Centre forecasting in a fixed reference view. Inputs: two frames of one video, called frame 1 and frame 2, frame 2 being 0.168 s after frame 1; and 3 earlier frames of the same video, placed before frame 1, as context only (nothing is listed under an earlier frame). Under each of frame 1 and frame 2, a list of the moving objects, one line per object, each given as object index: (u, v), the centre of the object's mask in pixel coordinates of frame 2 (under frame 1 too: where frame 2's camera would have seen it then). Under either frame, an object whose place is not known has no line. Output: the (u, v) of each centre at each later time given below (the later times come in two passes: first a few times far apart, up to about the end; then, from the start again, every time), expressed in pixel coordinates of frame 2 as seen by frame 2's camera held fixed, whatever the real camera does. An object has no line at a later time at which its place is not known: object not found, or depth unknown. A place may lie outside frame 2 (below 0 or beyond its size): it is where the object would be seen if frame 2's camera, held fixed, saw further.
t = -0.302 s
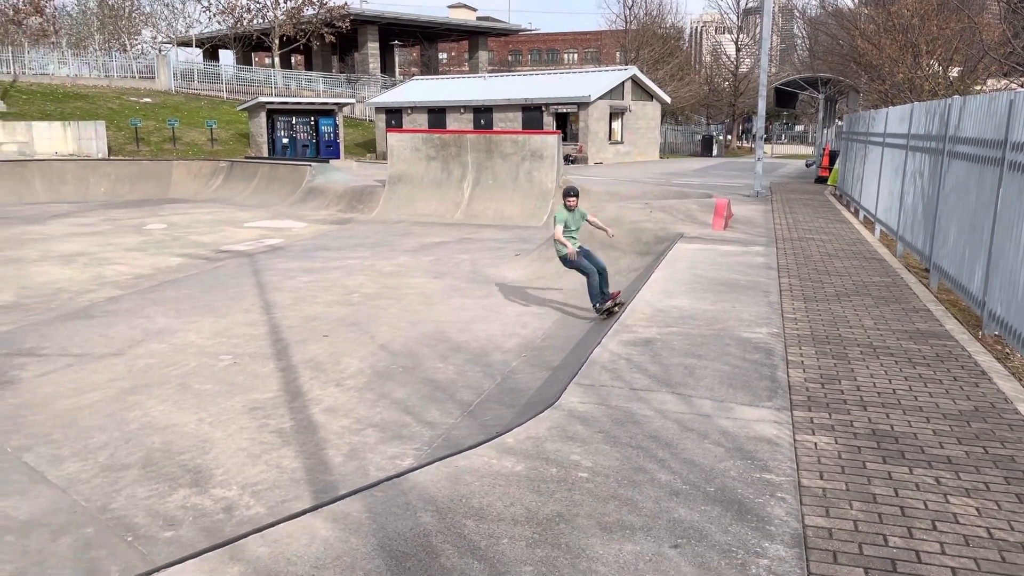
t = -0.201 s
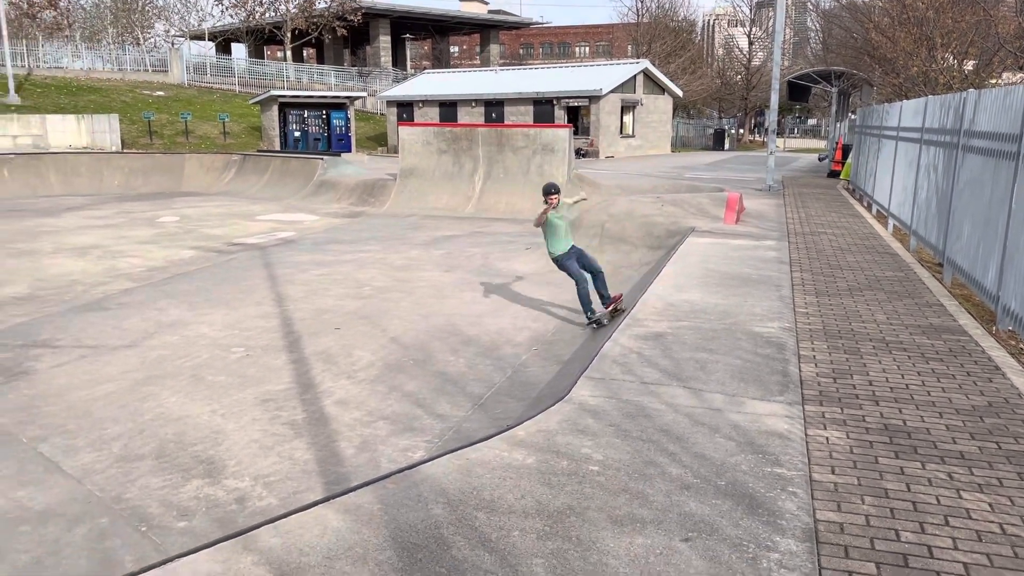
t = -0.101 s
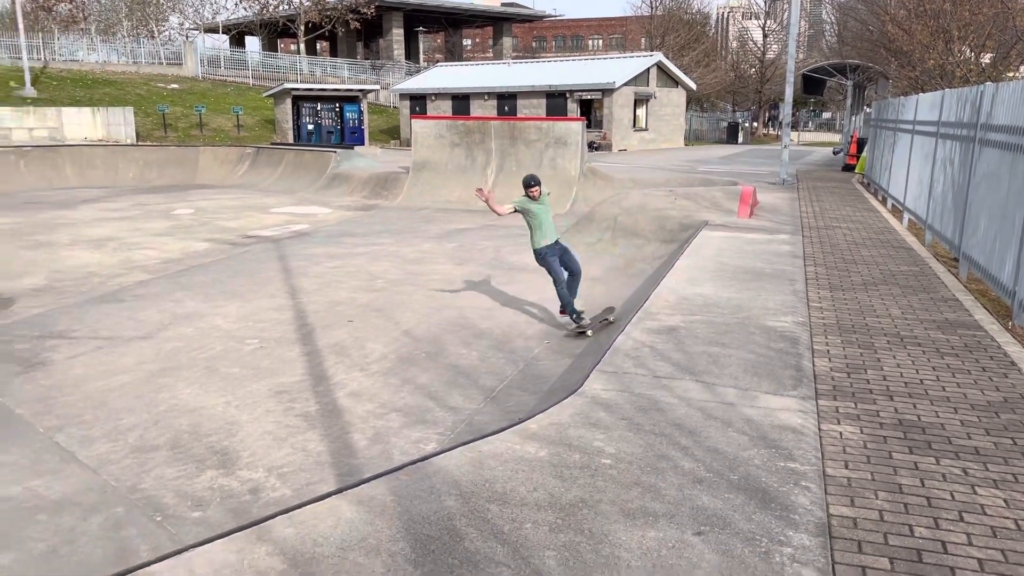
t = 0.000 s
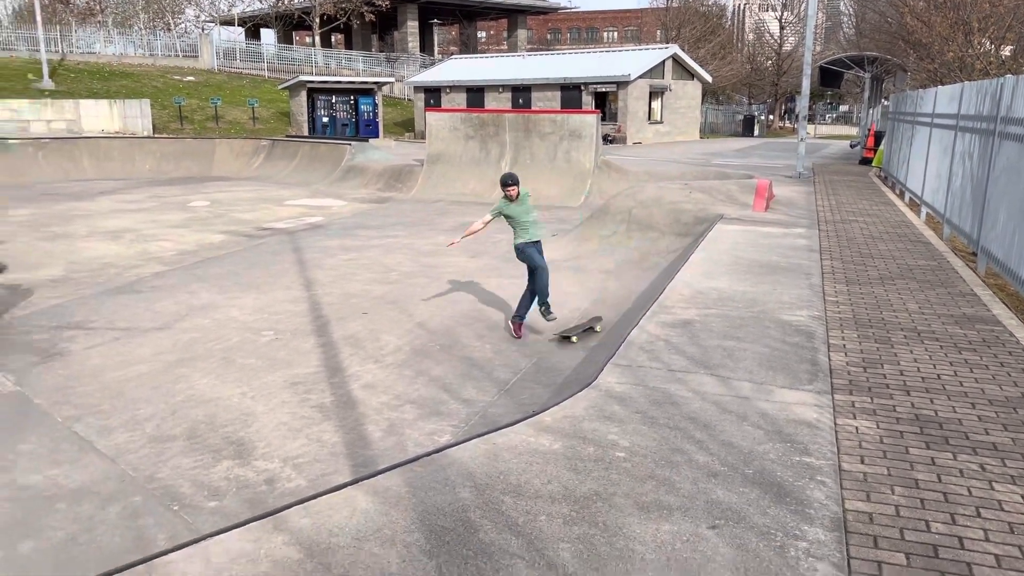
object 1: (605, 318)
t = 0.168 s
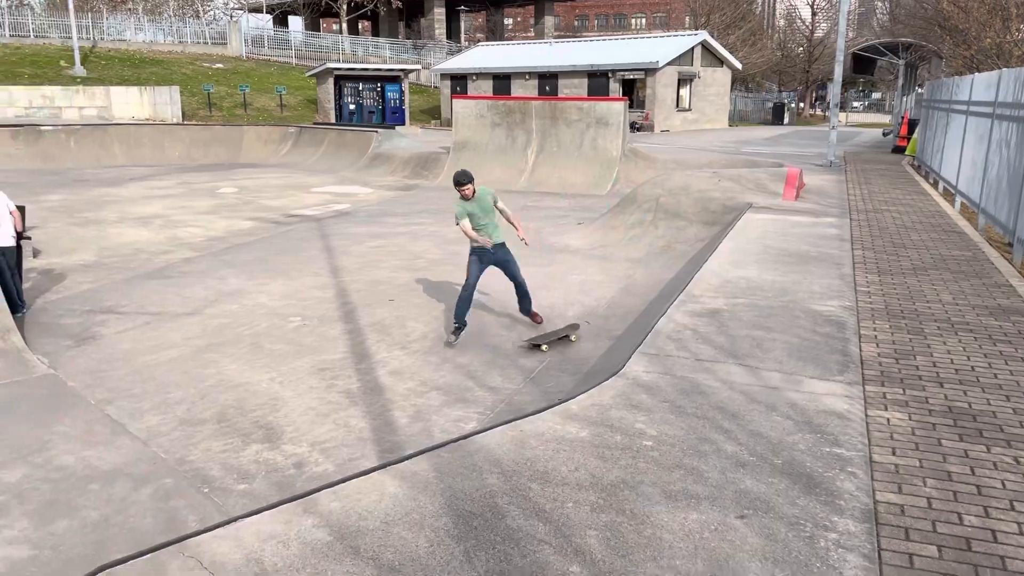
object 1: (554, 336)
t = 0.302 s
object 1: (507, 351)
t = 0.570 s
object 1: (389, 386)
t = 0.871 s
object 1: (212, 438)
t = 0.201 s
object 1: (543, 340)
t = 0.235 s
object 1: (531, 343)
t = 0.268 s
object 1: (519, 347)
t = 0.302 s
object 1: (507, 351)
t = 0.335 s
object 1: (494, 355)
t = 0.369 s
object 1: (480, 359)
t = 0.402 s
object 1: (466, 364)
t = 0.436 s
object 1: (452, 368)
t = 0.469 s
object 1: (437, 372)
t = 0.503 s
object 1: (421, 377)
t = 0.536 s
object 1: (405, 382)
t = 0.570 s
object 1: (389, 386)
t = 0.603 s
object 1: (372, 391)
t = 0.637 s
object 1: (354, 396)
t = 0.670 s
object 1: (336, 402)
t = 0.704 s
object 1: (318, 407)
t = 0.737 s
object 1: (298, 413)
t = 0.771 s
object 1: (278, 419)
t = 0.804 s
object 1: (256, 425)
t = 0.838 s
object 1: (234, 432)
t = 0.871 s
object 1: (212, 438)
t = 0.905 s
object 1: (189, 444)
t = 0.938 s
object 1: (164, 452)
